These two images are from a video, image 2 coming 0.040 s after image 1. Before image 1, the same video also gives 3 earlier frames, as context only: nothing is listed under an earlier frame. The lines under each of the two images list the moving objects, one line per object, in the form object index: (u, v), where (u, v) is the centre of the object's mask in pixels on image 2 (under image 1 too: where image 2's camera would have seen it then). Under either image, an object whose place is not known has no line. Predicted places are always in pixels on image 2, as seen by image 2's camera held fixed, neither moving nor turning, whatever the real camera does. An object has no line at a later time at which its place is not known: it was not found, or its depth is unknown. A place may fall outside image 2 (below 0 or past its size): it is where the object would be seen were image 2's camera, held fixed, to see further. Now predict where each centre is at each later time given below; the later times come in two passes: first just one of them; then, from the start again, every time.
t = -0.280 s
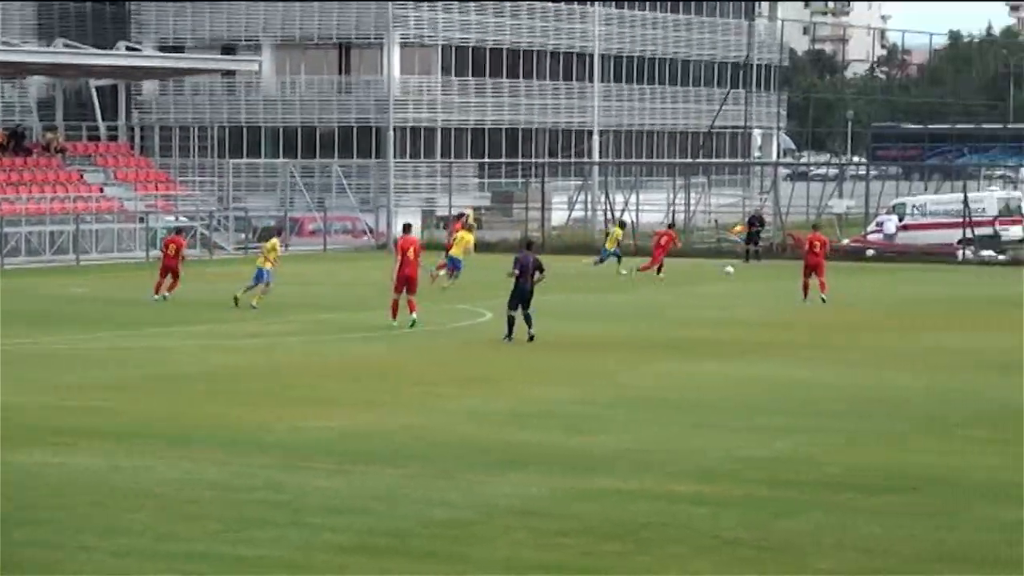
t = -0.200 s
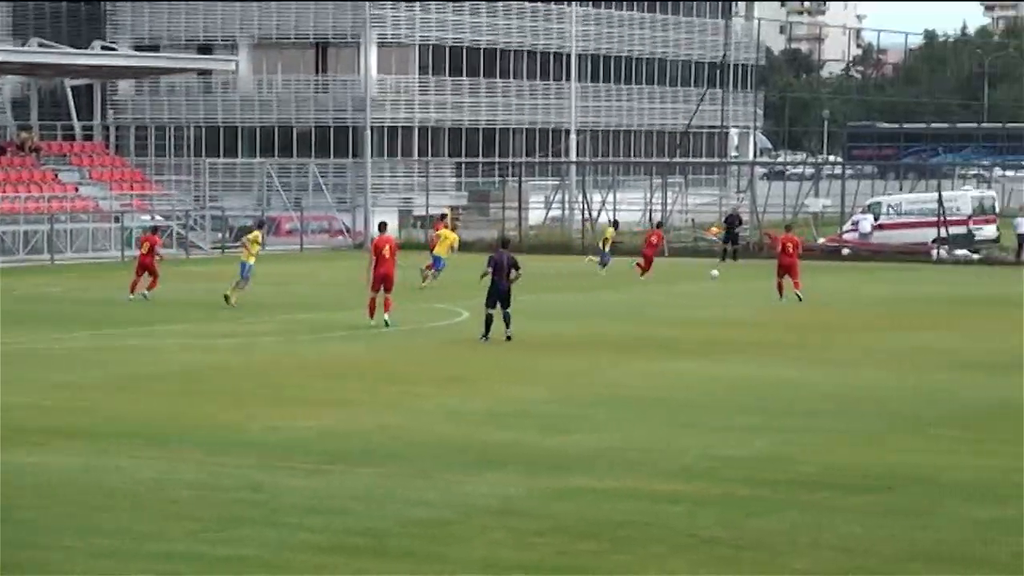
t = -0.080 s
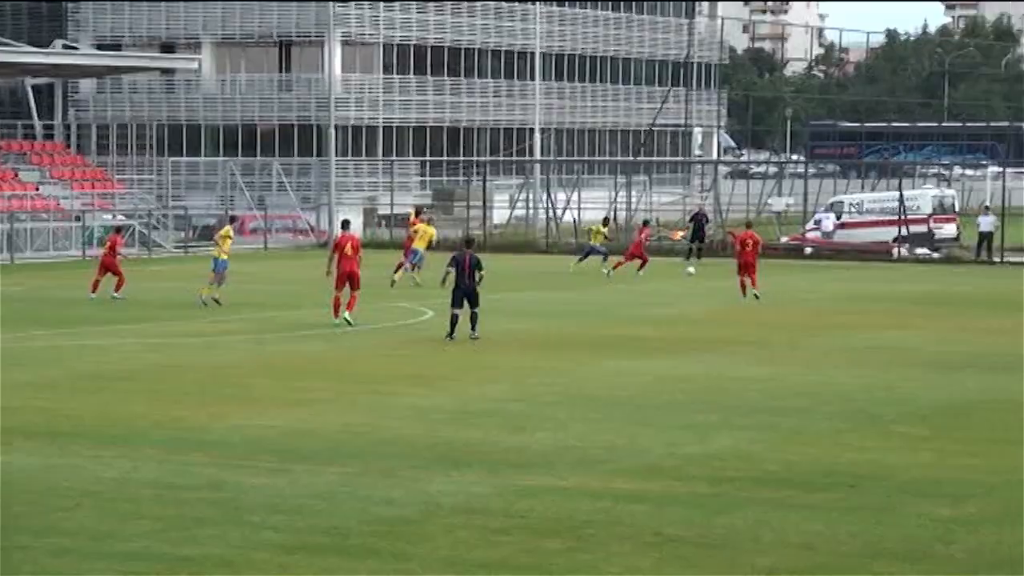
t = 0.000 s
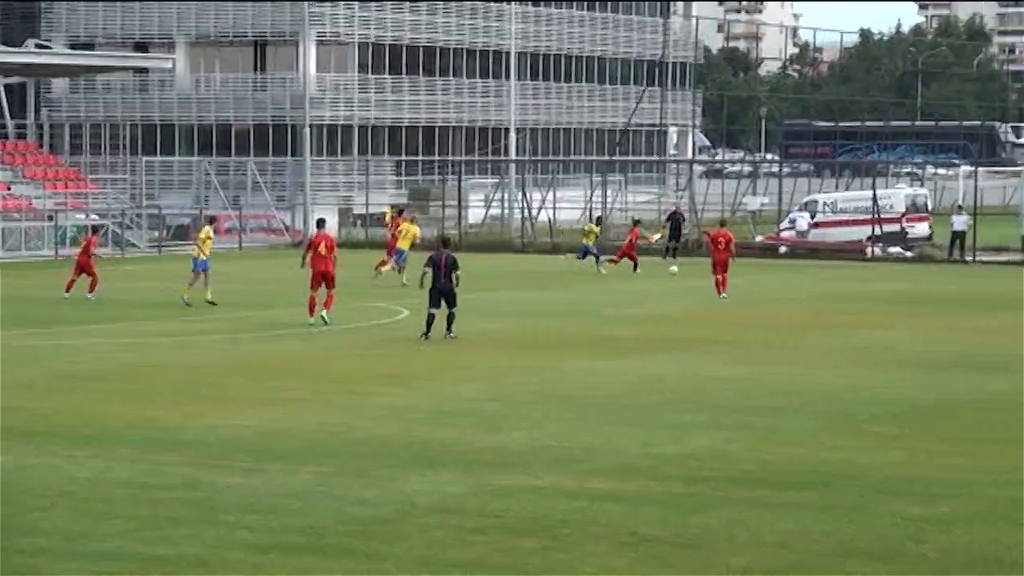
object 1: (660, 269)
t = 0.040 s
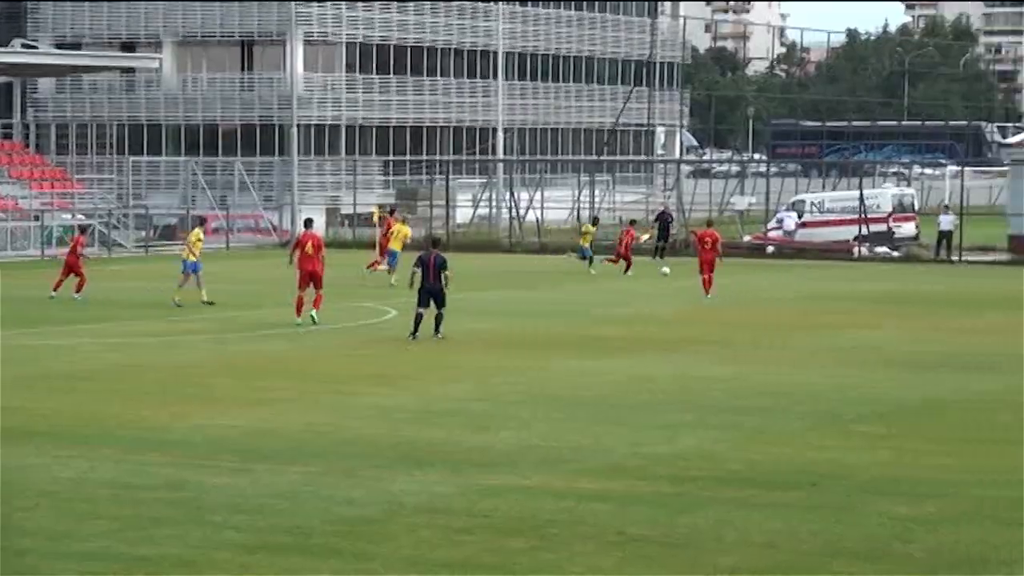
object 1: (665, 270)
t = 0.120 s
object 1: (672, 270)
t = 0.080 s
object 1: (669, 271)
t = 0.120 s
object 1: (672, 270)
